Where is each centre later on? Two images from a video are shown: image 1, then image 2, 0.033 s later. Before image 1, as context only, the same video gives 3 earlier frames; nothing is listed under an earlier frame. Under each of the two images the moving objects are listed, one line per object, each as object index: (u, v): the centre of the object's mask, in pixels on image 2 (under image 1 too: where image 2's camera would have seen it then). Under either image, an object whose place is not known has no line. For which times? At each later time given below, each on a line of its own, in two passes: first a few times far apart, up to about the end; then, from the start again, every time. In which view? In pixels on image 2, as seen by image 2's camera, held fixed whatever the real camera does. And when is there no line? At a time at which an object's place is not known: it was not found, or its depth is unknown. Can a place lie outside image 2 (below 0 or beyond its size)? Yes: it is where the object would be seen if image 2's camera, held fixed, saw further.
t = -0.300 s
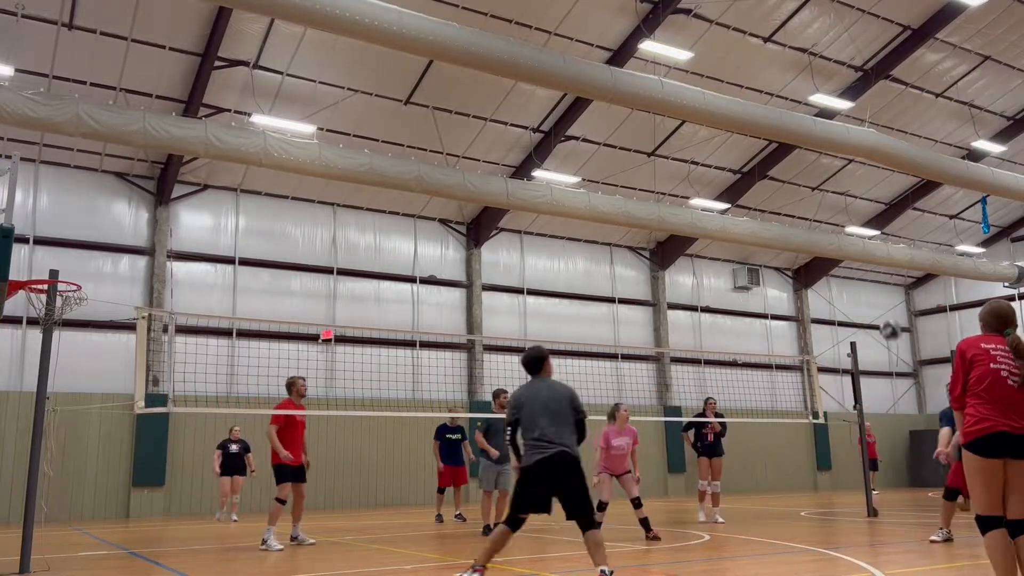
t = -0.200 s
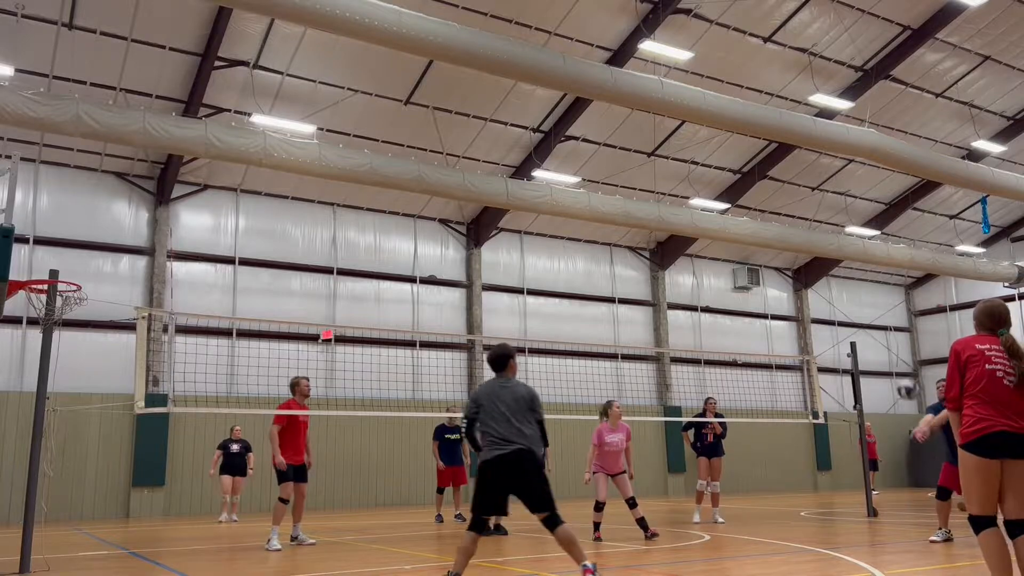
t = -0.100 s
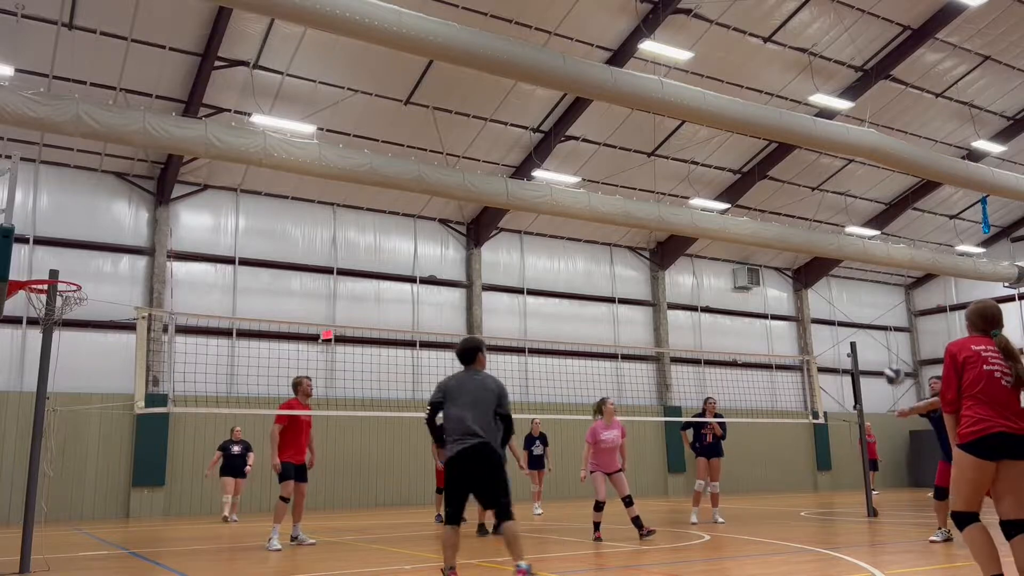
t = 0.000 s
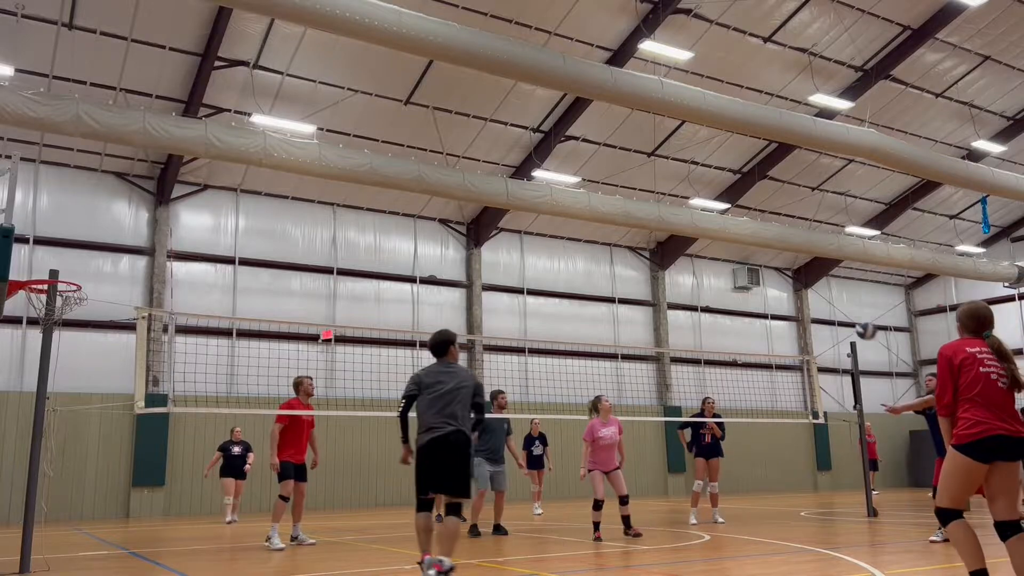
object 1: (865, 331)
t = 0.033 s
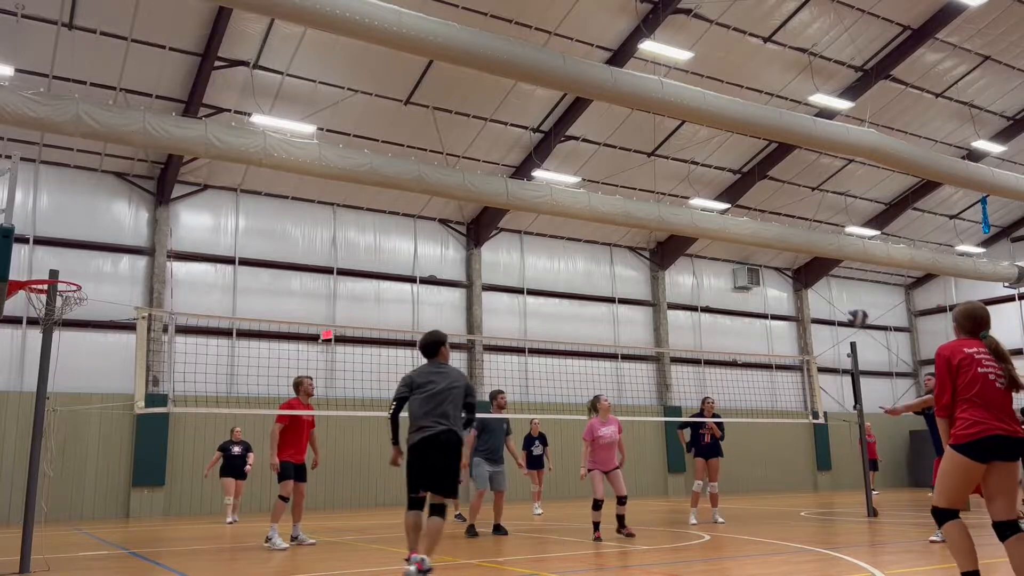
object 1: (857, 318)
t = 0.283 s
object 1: (794, 256)
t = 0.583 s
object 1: (727, 259)
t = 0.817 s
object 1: (681, 316)
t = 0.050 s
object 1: (853, 312)
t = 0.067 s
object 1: (848, 306)
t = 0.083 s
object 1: (844, 301)
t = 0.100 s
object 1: (840, 295)
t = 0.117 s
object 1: (836, 290)
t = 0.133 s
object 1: (831, 285)
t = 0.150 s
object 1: (827, 281)
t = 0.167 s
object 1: (823, 276)
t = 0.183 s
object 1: (818, 272)
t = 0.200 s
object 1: (814, 269)
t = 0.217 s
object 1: (811, 266)
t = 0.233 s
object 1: (807, 263)
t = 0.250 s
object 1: (803, 261)
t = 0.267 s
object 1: (799, 258)
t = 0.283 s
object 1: (794, 256)
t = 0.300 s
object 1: (790, 254)
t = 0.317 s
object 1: (786, 252)
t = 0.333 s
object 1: (782, 251)
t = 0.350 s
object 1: (778, 249)
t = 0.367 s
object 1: (775, 248)
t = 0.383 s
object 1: (771, 247)
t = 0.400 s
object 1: (768, 247)
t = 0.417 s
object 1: (764, 247)
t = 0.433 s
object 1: (760, 247)
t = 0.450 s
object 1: (756, 247)
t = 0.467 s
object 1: (752, 248)
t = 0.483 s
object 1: (749, 249)
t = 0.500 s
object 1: (745, 250)
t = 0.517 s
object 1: (741, 251)
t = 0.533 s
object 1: (737, 253)
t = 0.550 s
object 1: (734, 254)
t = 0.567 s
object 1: (730, 256)
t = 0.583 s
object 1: (727, 259)
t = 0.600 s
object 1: (724, 261)
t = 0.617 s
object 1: (721, 264)
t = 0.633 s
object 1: (717, 267)
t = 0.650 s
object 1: (714, 271)
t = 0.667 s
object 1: (710, 274)
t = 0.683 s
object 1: (707, 278)
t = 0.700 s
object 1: (703, 282)
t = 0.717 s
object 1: (700, 286)
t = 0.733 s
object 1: (697, 291)
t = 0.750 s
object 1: (694, 296)
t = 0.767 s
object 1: (691, 299)
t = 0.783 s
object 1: (687, 305)
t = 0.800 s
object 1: (684, 311)
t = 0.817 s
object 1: (681, 316)
